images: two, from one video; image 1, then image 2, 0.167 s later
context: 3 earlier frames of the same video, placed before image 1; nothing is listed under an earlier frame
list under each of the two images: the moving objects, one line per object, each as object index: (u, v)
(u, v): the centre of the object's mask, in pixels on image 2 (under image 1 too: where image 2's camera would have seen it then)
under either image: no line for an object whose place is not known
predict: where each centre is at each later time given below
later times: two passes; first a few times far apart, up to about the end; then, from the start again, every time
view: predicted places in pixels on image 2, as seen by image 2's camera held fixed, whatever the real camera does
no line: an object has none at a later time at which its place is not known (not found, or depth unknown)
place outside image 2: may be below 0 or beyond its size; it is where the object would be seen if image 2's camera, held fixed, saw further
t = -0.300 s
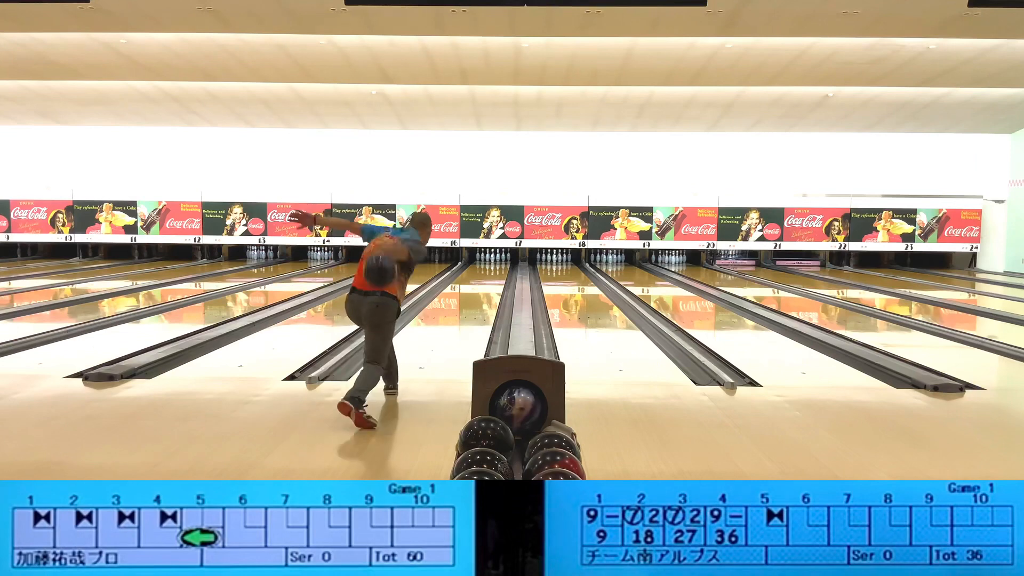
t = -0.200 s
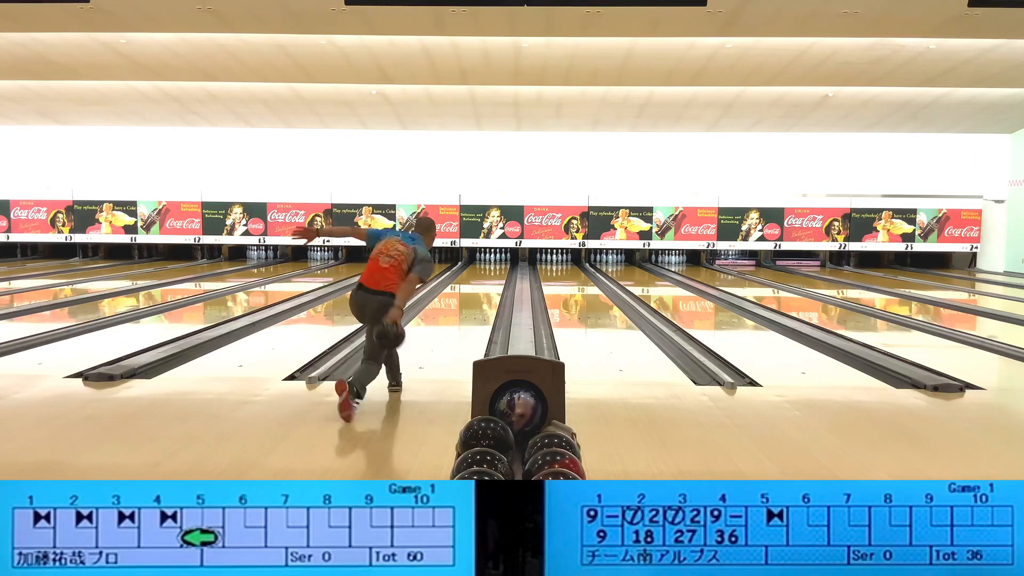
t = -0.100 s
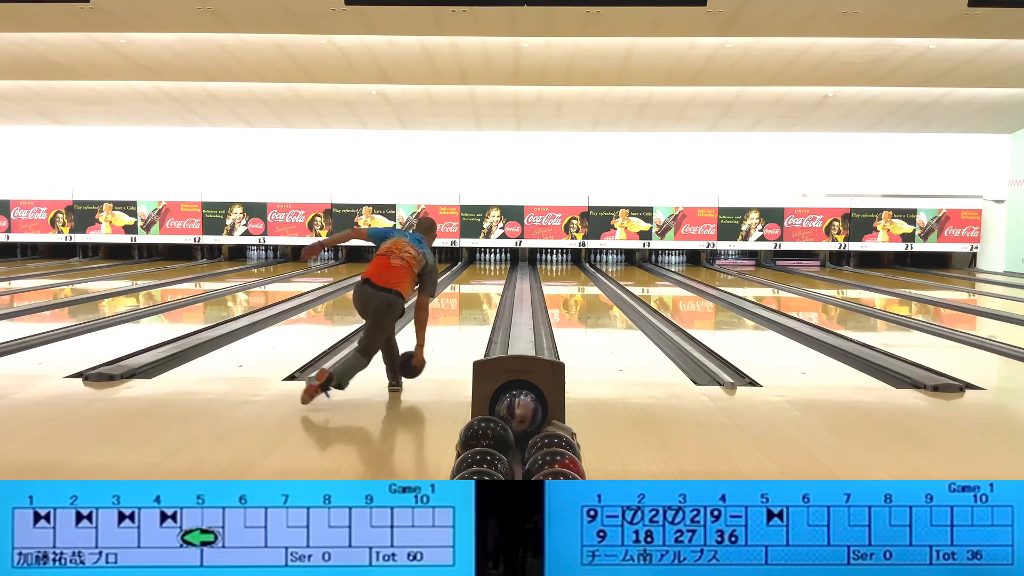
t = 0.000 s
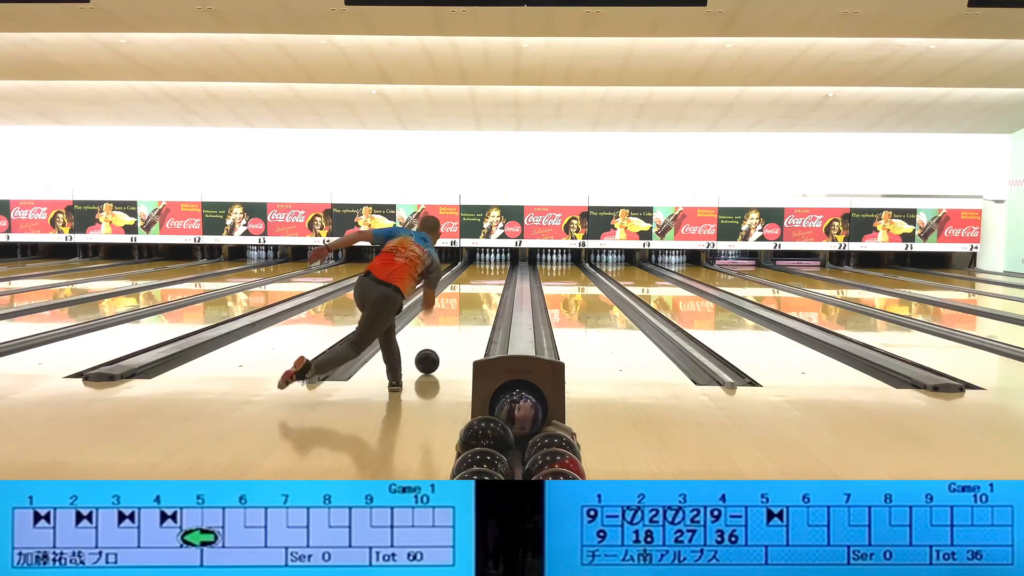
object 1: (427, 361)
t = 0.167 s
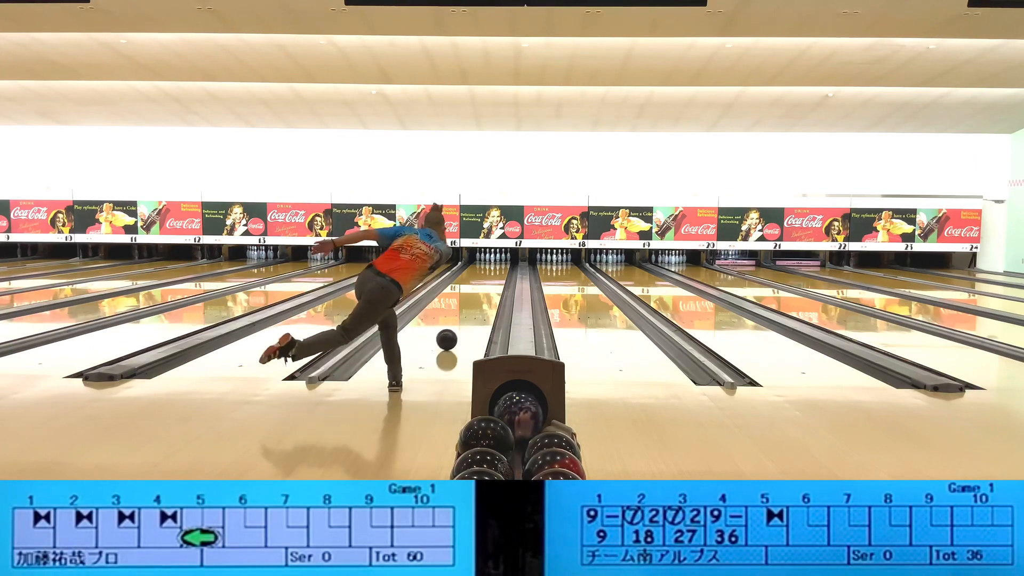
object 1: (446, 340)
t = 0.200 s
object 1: (450, 336)
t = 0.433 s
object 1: (468, 316)
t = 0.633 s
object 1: (479, 303)
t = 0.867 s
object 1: (488, 292)
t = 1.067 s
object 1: (493, 285)
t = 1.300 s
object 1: (497, 278)
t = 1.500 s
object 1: (499, 273)
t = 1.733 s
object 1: (500, 268)
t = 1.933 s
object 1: (500, 265)
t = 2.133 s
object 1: (498, 262)
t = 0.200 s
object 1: (450, 336)
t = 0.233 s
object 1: (453, 333)
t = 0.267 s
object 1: (456, 329)
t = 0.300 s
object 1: (458, 326)
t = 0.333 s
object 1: (461, 324)
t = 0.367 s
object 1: (463, 321)
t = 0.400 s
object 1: (466, 318)
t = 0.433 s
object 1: (468, 316)
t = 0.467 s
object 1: (470, 314)
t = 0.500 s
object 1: (472, 312)
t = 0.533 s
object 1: (474, 309)
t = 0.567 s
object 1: (475, 307)
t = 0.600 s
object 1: (477, 305)
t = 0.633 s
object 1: (479, 303)
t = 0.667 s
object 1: (480, 302)
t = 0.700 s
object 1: (481, 300)
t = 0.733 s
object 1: (483, 298)
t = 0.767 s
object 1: (484, 297)
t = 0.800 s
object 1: (485, 295)
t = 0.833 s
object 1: (486, 294)
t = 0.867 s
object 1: (488, 292)
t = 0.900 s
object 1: (489, 291)
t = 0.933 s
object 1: (490, 289)
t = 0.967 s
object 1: (491, 288)
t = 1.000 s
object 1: (492, 287)
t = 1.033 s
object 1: (492, 286)
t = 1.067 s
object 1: (493, 285)
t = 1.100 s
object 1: (494, 284)
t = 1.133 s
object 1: (494, 283)
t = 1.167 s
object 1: (495, 282)
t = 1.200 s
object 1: (496, 281)
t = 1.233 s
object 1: (496, 280)
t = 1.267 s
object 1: (497, 279)
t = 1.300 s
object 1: (497, 278)
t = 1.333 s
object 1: (498, 277)
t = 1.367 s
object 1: (498, 276)
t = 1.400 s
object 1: (499, 275)
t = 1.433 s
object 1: (499, 274)
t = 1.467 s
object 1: (499, 274)
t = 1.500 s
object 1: (499, 273)
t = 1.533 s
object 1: (500, 272)
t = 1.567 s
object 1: (500, 271)
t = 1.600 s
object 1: (500, 271)
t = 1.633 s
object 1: (500, 270)
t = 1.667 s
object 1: (500, 270)
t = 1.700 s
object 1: (500, 269)
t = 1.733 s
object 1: (500, 268)
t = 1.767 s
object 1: (500, 268)
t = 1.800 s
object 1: (500, 267)
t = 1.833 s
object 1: (500, 267)
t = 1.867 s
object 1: (500, 266)
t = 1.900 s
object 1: (500, 266)
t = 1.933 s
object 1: (500, 265)
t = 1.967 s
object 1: (500, 265)
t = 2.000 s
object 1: (499, 264)
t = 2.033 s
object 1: (499, 263)
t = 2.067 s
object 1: (499, 263)
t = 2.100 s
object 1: (499, 262)
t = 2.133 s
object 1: (498, 262)
